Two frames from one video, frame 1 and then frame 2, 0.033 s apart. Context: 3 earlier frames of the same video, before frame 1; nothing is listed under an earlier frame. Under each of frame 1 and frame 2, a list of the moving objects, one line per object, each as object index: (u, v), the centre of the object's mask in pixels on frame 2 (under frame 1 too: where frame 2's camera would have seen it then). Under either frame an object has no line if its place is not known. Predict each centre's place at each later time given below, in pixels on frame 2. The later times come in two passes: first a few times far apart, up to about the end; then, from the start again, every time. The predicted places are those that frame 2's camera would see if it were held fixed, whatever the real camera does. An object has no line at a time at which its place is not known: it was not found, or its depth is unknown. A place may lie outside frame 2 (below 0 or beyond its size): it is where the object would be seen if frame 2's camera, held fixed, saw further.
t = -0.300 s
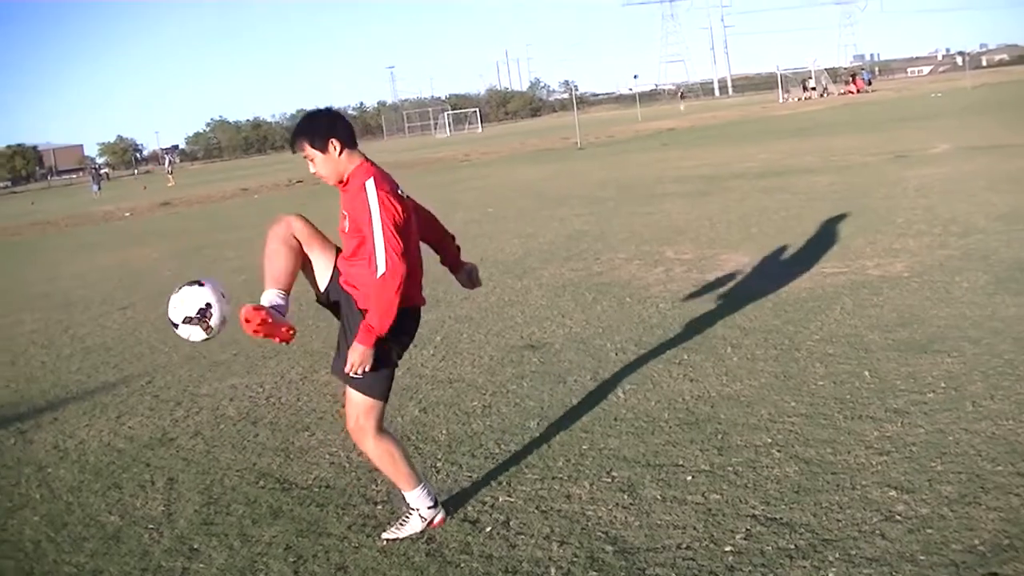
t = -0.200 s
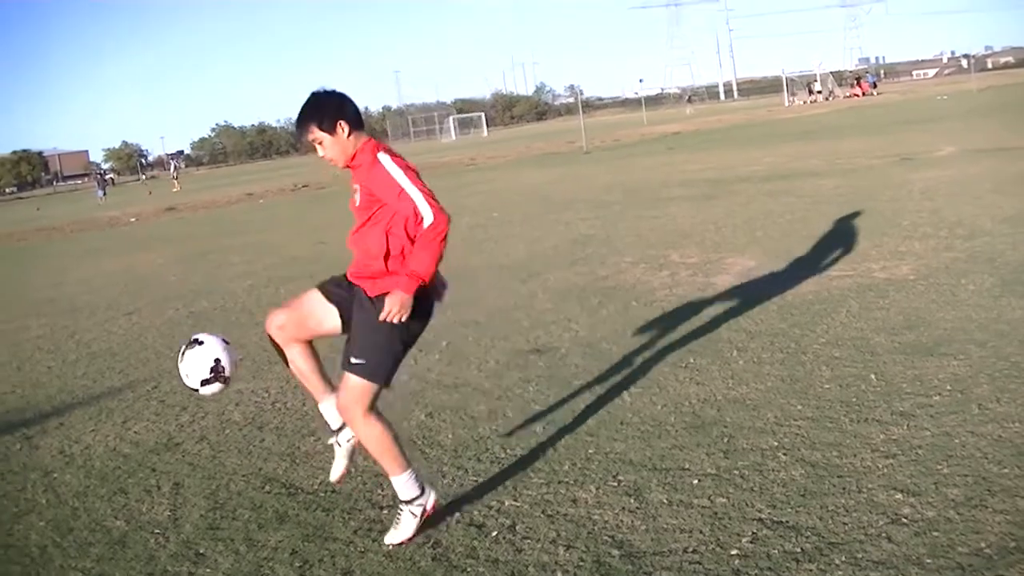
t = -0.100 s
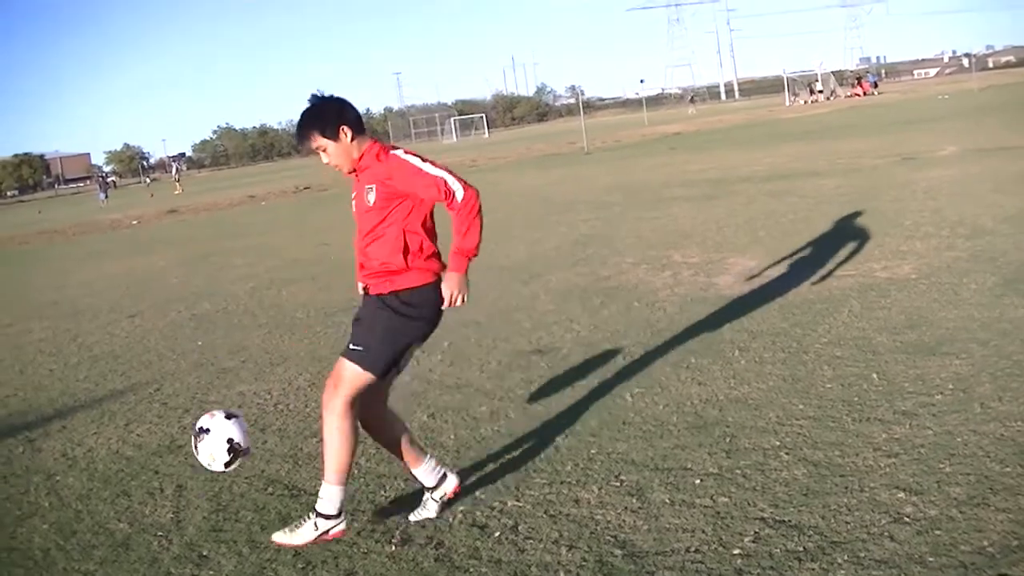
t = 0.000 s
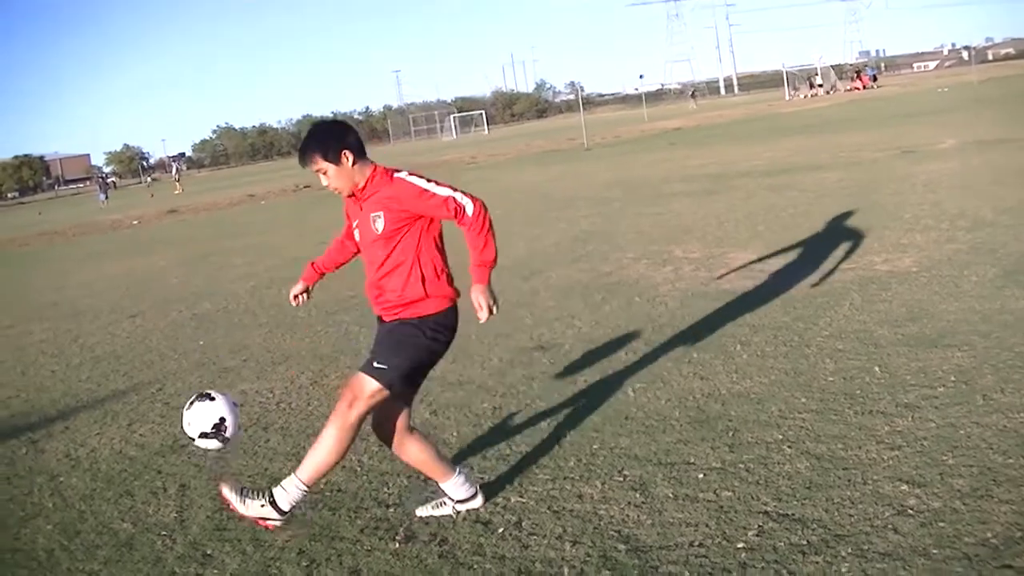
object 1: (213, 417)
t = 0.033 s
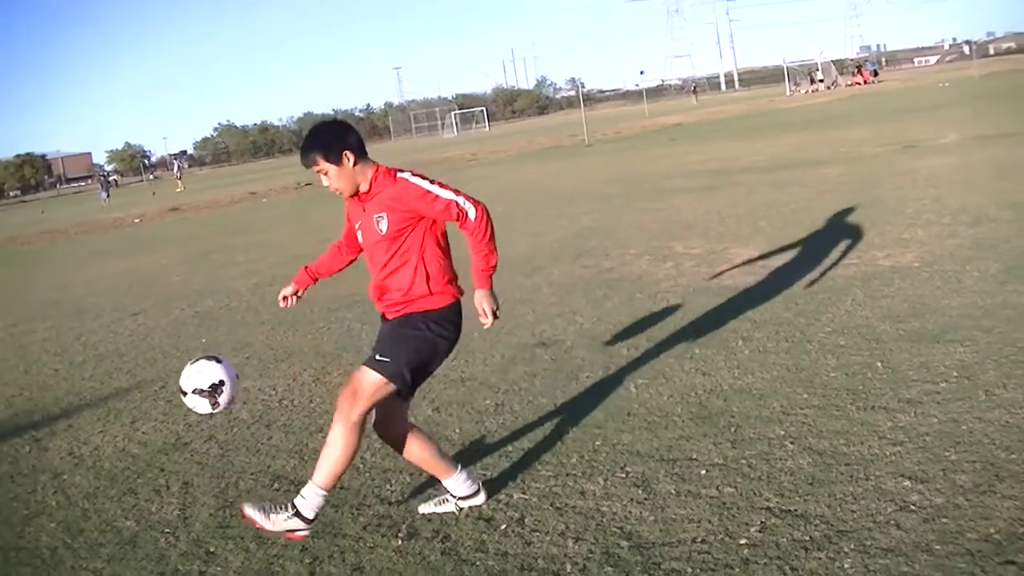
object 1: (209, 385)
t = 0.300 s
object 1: (184, 224)
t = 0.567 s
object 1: (195, 248)
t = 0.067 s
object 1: (203, 355)
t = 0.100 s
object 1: (198, 328)
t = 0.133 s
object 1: (194, 304)
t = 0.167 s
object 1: (191, 282)
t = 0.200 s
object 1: (188, 263)
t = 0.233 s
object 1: (186, 248)
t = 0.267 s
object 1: (185, 234)
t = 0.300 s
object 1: (184, 224)
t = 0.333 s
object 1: (183, 217)
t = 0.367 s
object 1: (184, 212)
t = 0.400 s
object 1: (184, 210)
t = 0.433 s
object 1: (185, 211)
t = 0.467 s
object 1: (187, 215)
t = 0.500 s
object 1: (189, 223)
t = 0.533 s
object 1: (192, 234)
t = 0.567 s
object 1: (195, 248)
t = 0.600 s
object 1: (199, 264)
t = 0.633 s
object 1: (204, 283)
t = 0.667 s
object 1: (209, 306)
